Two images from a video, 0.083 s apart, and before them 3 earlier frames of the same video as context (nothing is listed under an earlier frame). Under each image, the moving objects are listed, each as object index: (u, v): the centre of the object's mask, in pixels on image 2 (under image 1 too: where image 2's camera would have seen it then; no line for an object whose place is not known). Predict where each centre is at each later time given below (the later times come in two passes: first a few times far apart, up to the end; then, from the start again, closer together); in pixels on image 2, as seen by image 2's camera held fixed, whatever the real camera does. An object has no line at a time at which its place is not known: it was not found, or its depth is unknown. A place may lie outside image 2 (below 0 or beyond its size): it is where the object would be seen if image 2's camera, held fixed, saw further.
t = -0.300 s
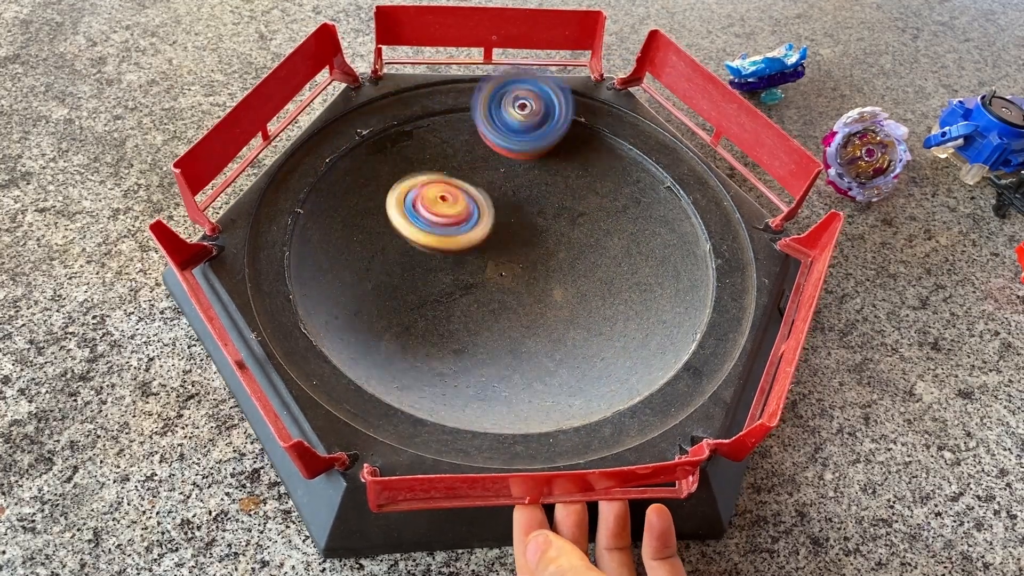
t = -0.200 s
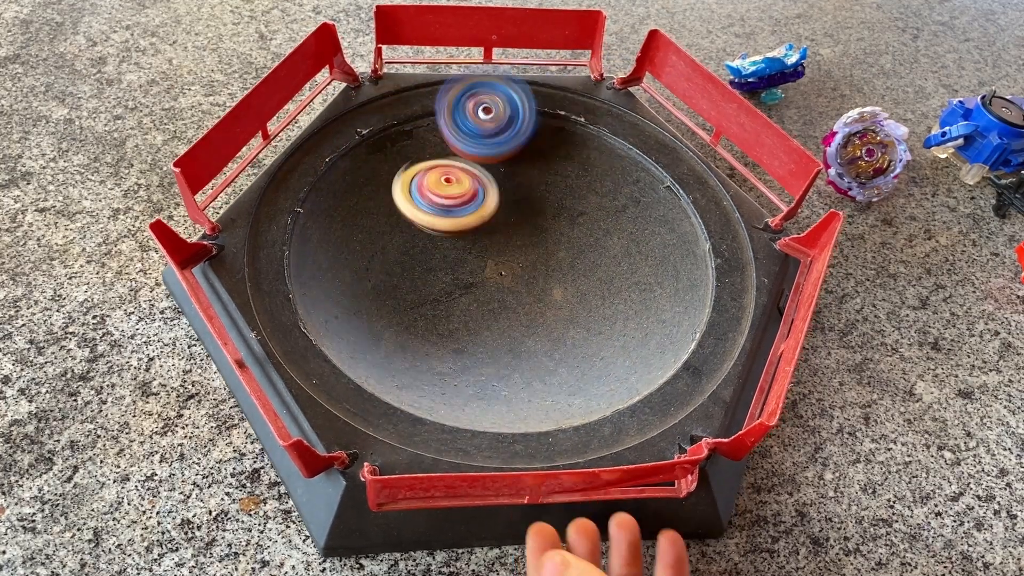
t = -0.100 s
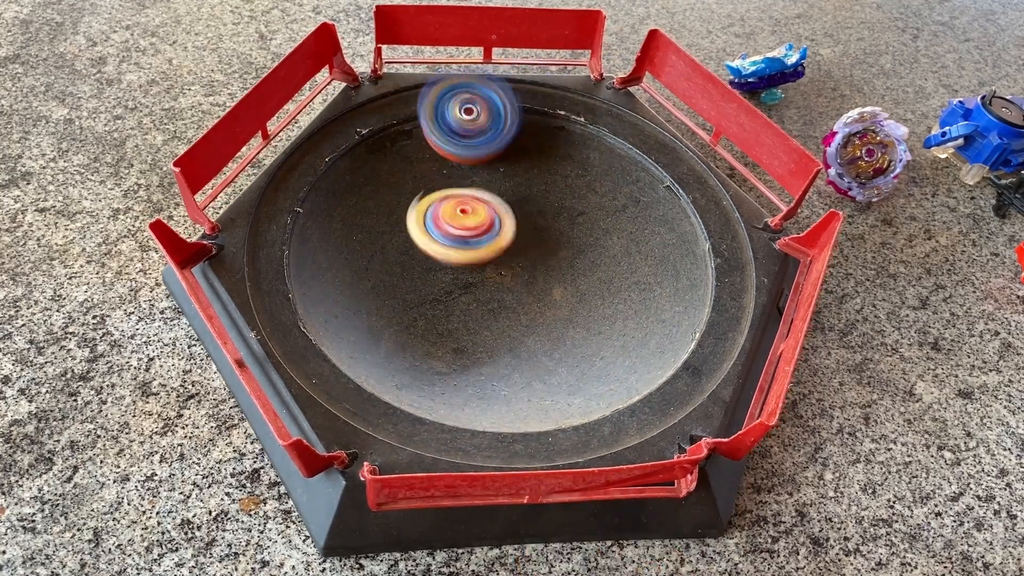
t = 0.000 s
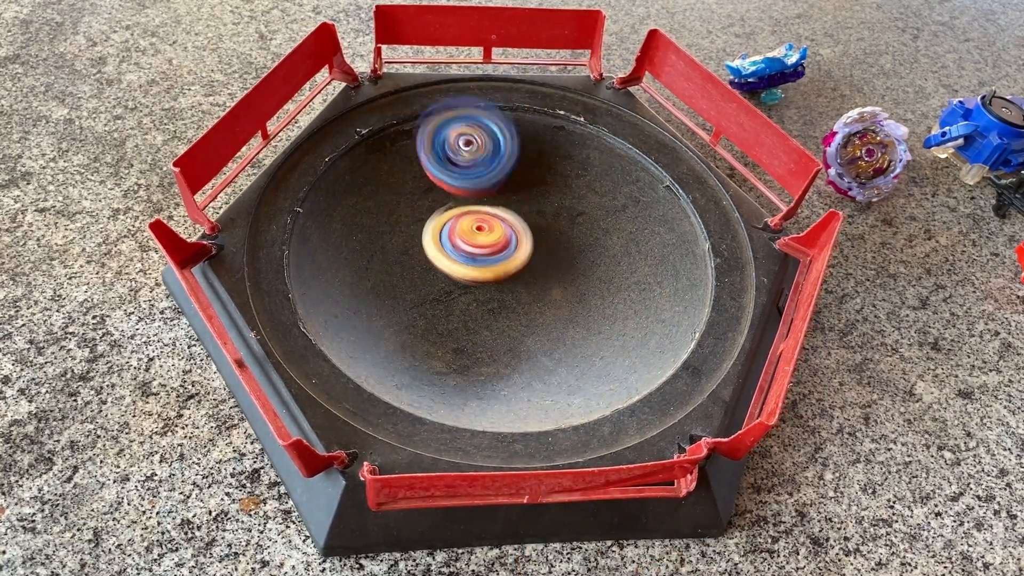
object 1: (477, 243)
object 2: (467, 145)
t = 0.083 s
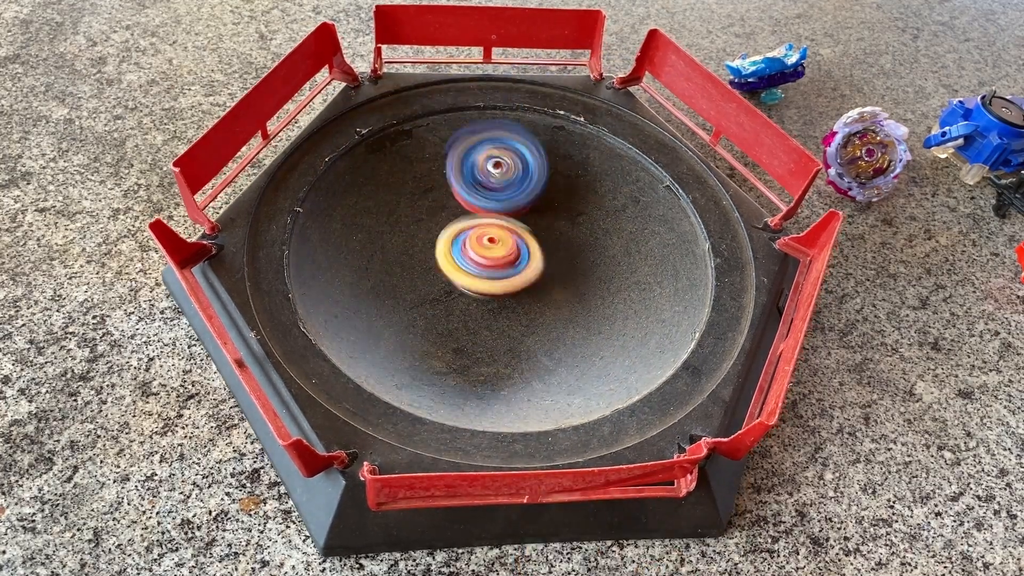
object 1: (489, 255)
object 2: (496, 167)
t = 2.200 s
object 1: (573, 213)
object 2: (376, 242)
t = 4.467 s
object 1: (551, 220)
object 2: (426, 254)
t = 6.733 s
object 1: (488, 280)
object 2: (414, 181)
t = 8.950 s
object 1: (430, 206)
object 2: (529, 257)
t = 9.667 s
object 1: (465, 186)
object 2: (594, 262)
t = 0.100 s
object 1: (490, 257)
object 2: (505, 171)
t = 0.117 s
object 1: (493, 258)
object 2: (514, 171)
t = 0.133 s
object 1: (495, 259)
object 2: (522, 173)
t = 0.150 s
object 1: (497, 259)
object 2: (532, 173)
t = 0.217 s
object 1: (508, 261)
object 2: (561, 167)
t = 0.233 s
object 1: (510, 261)
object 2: (567, 165)
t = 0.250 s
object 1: (511, 260)
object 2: (571, 161)
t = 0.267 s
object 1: (515, 261)
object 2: (576, 157)
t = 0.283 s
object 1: (517, 261)
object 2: (578, 153)
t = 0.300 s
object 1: (519, 260)
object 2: (579, 150)
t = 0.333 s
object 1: (523, 261)
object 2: (577, 144)
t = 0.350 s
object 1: (526, 260)
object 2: (575, 141)
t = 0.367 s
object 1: (528, 261)
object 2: (571, 139)
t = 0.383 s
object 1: (529, 259)
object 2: (567, 139)
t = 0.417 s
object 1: (534, 259)
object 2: (556, 141)
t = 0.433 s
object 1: (535, 258)
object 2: (551, 143)
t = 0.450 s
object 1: (539, 258)
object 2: (545, 147)
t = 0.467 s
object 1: (540, 257)
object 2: (541, 152)
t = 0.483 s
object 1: (541, 256)
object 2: (536, 158)
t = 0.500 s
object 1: (544, 256)
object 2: (533, 164)
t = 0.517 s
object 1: (546, 256)
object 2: (531, 171)
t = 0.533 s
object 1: (552, 266)
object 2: (526, 166)
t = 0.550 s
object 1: (559, 280)
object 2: (520, 156)
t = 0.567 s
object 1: (563, 291)
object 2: (511, 149)
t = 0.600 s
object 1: (573, 309)
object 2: (495, 138)
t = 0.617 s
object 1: (575, 314)
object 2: (485, 135)
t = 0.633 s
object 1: (576, 320)
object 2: (475, 134)
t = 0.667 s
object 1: (576, 326)
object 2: (456, 136)
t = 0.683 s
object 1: (574, 327)
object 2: (446, 139)
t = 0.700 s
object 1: (569, 328)
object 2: (438, 144)
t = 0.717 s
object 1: (568, 329)
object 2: (431, 149)
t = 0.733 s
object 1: (566, 329)
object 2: (425, 157)
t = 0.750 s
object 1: (565, 328)
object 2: (421, 165)
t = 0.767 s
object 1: (562, 328)
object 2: (418, 175)
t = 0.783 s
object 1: (559, 327)
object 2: (418, 184)
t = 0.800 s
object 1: (558, 327)
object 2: (418, 194)
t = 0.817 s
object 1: (555, 326)
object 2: (421, 205)
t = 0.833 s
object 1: (553, 324)
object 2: (425, 214)
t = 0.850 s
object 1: (550, 323)
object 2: (431, 223)
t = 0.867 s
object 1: (546, 322)
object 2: (439, 232)
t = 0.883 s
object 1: (546, 321)
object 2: (447, 240)
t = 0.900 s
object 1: (544, 320)
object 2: (457, 245)
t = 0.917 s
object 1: (542, 318)
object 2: (467, 251)
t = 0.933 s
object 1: (555, 328)
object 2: (468, 241)
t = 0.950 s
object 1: (570, 339)
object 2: (461, 227)
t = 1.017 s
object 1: (614, 366)
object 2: (437, 177)
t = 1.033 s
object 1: (615, 363)
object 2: (432, 166)
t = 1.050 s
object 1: (619, 361)
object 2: (424, 157)
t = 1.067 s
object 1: (618, 362)
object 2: (419, 150)
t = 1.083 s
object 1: (620, 364)
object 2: (411, 143)
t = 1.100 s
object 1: (617, 362)
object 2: (404, 137)
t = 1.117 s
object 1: (613, 359)
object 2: (394, 133)
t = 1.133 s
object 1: (609, 359)
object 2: (387, 129)
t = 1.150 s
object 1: (602, 355)
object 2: (378, 128)
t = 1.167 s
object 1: (598, 352)
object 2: (371, 128)
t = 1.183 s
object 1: (592, 348)
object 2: (363, 129)
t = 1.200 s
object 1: (587, 342)
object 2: (361, 135)
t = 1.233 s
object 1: (572, 331)
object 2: (357, 150)
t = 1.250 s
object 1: (563, 326)
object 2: (356, 157)
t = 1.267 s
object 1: (554, 320)
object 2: (357, 164)
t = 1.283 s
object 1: (548, 315)
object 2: (358, 172)
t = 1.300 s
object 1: (541, 309)
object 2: (363, 180)
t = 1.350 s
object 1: (524, 288)
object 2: (383, 202)
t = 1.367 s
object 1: (519, 283)
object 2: (394, 208)
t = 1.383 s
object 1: (513, 277)
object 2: (404, 213)
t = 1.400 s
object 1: (511, 273)
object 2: (418, 216)
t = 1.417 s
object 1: (511, 269)
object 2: (425, 216)
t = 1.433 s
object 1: (523, 269)
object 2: (420, 209)
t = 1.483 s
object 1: (552, 266)
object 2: (405, 188)
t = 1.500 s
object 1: (560, 266)
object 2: (403, 181)
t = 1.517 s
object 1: (565, 263)
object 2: (398, 176)
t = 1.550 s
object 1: (576, 259)
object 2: (390, 168)
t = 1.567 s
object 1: (580, 257)
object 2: (386, 165)
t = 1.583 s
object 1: (582, 255)
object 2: (382, 163)
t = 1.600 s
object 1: (584, 251)
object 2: (379, 161)
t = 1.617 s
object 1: (583, 250)
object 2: (376, 162)
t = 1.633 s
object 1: (583, 246)
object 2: (373, 163)
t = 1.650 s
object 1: (582, 246)
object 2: (371, 165)
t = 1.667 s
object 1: (580, 242)
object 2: (370, 168)
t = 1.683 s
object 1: (579, 242)
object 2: (372, 172)
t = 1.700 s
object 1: (577, 239)
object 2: (374, 175)
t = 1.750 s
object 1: (574, 234)
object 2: (391, 189)
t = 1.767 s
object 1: (571, 231)
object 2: (398, 193)
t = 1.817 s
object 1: (566, 225)
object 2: (427, 198)
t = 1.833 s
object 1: (563, 223)
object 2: (435, 199)
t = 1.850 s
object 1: (562, 221)
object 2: (447, 197)
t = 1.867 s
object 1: (559, 219)
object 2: (455, 196)
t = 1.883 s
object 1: (563, 217)
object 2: (459, 193)
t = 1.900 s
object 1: (573, 214)
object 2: (447, 189)
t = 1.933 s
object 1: (591, 209)
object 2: (428, 179)
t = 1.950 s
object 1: (598, 206)
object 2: (422, 175)
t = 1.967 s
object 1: (602, 205)
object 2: (412, 174)
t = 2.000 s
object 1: (607, 202)
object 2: (397, 172)
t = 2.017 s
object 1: (608, 202)
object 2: (389, 172)
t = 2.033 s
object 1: (607, 201)
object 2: (381, 175)
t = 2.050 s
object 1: (607, 203)
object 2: (374, 177)
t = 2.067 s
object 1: (604, 201)
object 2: (367, 183)
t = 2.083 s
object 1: (601, 204)
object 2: (362, 187)
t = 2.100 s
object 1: (599, 204)
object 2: (358, 194)
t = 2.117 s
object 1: (594, 207)
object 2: (355, 201)
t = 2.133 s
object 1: (591, 207)
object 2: (355, 209)
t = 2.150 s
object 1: (585, 210)
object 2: (357, 217)
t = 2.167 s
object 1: (582, 211)
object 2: (362, 226)
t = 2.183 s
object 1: (575, 213)
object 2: (367, 234)
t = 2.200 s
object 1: (573, 213)
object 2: (376, 242)
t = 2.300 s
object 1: (548, 216)
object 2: (448, 263)
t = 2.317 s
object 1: (544, 215)
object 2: (459, 263)
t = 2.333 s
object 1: (545, 213)
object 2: (465, 263)
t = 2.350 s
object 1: (547, 206)
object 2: (465, 269)
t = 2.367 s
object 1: (549, 202)
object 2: (466, 275)
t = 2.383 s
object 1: (551, 196)
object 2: (467, 280)
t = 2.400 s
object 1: (551, 194)
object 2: (468, 283)
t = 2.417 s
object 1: (551, 190)
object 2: (471, 288)
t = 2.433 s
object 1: (549, 189)
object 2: (474, 291)
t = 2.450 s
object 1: (549, 188)
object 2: (479, 293)
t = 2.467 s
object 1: (547, 186)
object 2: (484, 294)
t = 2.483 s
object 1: (546, 188)
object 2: (492, 295)
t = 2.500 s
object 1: (545, 187)
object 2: (497, 296)
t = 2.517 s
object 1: (541, 190)
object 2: (503, 295)
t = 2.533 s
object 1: (540, 190)
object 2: (509, 295)
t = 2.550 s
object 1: (536, 191)
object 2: (515, 293)
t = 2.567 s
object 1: (535, 193)
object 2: (520, 291)
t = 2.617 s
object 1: (528, 196)
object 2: (531, 281)
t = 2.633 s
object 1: (526, 197)
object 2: (535, 277)
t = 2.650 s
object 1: (525, 193)
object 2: (537, 280)
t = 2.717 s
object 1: (517, 184)
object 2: (554, 295)
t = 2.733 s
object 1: (515, 180)
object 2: (558, 297)
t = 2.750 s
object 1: (512, 182)
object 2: (565, 298)
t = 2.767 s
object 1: (511, 181)
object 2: (569, 299)
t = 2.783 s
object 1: (507, 182)
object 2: (574, 297)
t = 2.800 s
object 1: (507, 184)
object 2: (577, 296)
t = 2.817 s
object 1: (505, 184)
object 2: (580, 293)
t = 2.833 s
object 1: (505, 187)
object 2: (582, 290)
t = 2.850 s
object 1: (504, 187)
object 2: (583, 287)
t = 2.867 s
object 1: (503, 191)
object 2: (584, 282)
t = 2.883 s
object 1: (504, 192)
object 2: (583, 278)
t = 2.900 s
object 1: (502, 194)
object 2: (580, 273)
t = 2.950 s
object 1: (500, 199)
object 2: (567, 262)
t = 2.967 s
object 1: (495, 195)
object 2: (568, 266)
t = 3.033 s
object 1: (471, 179)
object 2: (586, 282)
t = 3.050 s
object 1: (469, 177)
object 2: (589, 285)
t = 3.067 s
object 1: (467, 178)
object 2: (594, 286)
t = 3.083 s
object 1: (466, 178)
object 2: (597, 286)
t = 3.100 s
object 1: (465, 178)
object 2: (600, 285)
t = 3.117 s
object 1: (467, 181)
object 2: (603, 284)
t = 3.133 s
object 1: (468, 181)
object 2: (605, 283)
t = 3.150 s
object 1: (469, 184)
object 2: (607, 282)
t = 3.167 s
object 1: (470, 185)
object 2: (607, 280)
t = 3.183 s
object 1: (470, 186)
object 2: (606, 278)
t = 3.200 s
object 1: (471, 187)
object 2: (605, 274)
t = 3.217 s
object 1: (472, 187)
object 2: (599, 272)
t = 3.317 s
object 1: (478, 196)
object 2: (562, 258)
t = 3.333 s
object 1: (479, 197)
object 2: (556, 259)
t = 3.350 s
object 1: (474, 194)
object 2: (553, 264)
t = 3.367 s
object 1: (463, 182)
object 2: (561, 275)
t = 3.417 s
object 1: (431, 151)
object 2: (581, 305)
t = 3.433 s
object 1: (424, 142)
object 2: (588, 311)
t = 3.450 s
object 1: (419, 136)
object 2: (594, 315)
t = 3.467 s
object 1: (414, 132)
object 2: (600, 319)
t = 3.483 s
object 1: (410, 128)
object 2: (607, 322)
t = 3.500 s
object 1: (410, 126)
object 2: (615, 322)
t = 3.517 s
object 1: (411, 125)
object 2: (623, 324)
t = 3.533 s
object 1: (411, 124)
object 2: (629, 324)
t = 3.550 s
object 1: (414, 124)
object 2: (637, 323)
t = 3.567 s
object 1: (415, 122)
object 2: (642, 321)
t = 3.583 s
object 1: (416, 123)
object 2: (646, 319)
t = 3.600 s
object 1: (419, 122)
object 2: (650, 315)
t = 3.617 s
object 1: (419, 122)
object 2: (650, 311)
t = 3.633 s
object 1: (421, 123)
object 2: (648, 307)
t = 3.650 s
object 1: (423, 123)
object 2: (647, 302)
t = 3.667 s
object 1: (423, 124)
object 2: (641, 297)
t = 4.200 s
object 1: (494, 190)
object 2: (336, 244)
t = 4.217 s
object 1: (496, 192)
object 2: (332, 246)
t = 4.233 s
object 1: (500, 194)
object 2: (330, 249)
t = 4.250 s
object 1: (504, 197)
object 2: (330, 253)
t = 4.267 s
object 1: (506, 199)
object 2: (330, 256)
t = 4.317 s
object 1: (519, 208)
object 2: (347, 265)
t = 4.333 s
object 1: (524, 210)
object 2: (355, 267)
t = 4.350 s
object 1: (528, 211)
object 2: (365, 268)
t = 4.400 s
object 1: (539, 216)
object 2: (395, 267)
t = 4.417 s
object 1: (543, 218)
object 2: (403, 266)
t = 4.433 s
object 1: (546, 220)
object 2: (412, 262)
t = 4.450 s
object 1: (548, 219)
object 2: (421, 259)
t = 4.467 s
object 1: (551, 220)
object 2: (426, 254)
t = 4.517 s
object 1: (557, 221)
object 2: (447, 238)
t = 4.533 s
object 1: (559, 221)
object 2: (451, 231)
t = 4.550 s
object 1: (567, 220)
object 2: (451, 225)
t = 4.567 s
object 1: (579, 218)
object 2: (444, 218)
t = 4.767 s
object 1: (661, 211)
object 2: (381, 165)
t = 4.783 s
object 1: (662, 212)
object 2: (377, 164)
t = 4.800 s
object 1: (659, 212)
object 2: (372, 164)
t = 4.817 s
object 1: (660, 212)
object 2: (371, 163)
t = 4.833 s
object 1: (659, 213)
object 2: (370, 165)
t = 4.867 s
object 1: (655, 213)
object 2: (369, 169)
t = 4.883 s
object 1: (652, 215)
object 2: (373, 171)
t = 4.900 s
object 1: (648, 214)
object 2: (375, 175)
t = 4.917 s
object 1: (647, 215)
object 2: (378, 177)
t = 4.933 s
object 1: (643, 215)
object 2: (385, 180)
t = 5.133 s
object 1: (592, 221)
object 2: (473, 195)
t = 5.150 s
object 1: (585, 221)
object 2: (481, 194)
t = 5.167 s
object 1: (591, 224)
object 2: (476, 189)
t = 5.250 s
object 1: (641, 241)
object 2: (417, 153)
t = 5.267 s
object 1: (645, 243)
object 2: (409, 151)
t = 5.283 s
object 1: (645, 247)
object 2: (403, 148)
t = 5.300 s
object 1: (645, 249)
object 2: (397, 146)
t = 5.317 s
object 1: (643, 252)
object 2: (391, 144)
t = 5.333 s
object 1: (641, 253)
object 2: (383, 143)
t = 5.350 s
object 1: (639, 256)
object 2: (376, 142)
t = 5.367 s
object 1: (637, 257)
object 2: (372, 142)
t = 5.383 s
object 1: (636, 259)
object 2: (367, 143)
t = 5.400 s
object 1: (632, 260)
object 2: (361, 144)
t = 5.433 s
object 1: (629, 264)
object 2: (356, 149)
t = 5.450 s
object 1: (628, 264)
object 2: (354, 154)
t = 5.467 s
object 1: (624, 266)
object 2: (354, 158)
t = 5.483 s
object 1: (623, 268)
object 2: (353, 163)
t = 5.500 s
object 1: (622, 270)
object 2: (356, 168)
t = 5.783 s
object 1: (591, 290)
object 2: (474, 236)
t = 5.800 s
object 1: (590, 291)
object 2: (484, 239)
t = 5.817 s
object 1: (590, 291)
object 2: (492, 241)
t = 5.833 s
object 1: (592, 294)
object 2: (495, 240)
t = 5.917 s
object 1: (593, 308)
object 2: (522, 237)
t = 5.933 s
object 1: (593, 311)
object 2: (526, 235)
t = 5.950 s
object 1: (596, 313)
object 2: (529, 232)
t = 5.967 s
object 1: (594, 315)
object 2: (531, 229)
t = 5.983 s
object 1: (595, 317)
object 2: (530, 225)
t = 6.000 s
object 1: (593, 318)
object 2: (531, 220)
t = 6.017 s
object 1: (592, 318)
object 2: (534, 216)
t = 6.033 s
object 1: (588, 318)
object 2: (535, 212)
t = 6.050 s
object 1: (588, 320)
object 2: (534, 209)
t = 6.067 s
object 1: (586, 319)
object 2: (533, 204)
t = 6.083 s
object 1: (585, 320)
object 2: (533, 200)
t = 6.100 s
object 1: (581, 318)
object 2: (534, 195)
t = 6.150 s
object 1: (576, 318)
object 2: (527, 184)
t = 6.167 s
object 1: (572, 316)
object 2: (526, 180)
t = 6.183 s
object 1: (568, 317)
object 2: (523, 177)
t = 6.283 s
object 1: (556, 314)
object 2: (498, 164)
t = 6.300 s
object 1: (553, 314)
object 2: (494, 163)
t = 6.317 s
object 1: (550, 313)
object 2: (490, 164)
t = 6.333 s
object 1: (548, 311)
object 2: (486, 165)
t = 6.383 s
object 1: (534, 303)
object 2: (473, 169)
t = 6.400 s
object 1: (530, 301)
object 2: (470, 171)
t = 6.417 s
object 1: (526, 297)
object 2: (466, 175)
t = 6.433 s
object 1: (521, 294)
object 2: (462, 178)
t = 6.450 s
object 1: (515, 289)
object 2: (461, 181)
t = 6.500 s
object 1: (499, 280)
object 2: (457, 193)
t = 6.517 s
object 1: (494, 276)
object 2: (455, 195)
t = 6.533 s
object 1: (491, 277)
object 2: (454, 194)
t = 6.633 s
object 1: (490, 285)
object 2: (436, 181)
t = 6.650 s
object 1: (492, 286)
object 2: (431, 180)
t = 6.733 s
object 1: (488, 280)
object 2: (414, 181)
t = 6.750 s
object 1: (487, 279)
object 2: (411, 182)
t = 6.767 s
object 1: (483, 279)
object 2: (412, 184)
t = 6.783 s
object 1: (481, 280)
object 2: (410, 187)
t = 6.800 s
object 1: (482, 280)
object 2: (410, 190)
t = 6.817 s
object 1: (483, 281)
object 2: (410, 192)
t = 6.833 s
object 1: (484, 281)
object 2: (412, 195)
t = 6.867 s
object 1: (483, 280)
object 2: (421, 202)
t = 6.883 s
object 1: (483, 278)
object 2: (424, 205)
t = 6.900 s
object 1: (484, 280)
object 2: (426, 203)
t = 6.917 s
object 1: (486, 281)
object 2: (430, 202)
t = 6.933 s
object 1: (486, 281)
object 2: (432, 200)
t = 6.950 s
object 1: (488, 282)
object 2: (434, 198)
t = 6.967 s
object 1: (490, 281)
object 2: (435, 195)
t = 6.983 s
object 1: (491, 279)
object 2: (436, 192)
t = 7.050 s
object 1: (482, 273)
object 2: (444, 183)
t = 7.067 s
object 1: (481, 273)
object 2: (445, 180)
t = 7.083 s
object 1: (481, 274)
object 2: (448, 179)
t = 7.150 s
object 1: (482, 272)
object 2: (457, 176)
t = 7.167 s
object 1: (482, 271)
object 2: (463, 174)
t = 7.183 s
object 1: (480, 271)
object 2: (467, 174)
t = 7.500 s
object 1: (454, 262)
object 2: (531, 176)
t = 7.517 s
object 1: (453, 261)
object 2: (535, 177)
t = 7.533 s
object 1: (451, 261)
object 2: (537, 179)
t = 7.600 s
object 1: (452, 260)
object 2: (546, 185)
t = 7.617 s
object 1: (451, 258)
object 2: (548, 186)
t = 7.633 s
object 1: (450, 259)
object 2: (549, 188)
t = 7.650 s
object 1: (451, 257)
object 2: (549, 190)
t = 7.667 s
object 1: (449, 257)
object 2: (552, 191)
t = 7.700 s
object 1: (447, 255)
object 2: (555, 197)
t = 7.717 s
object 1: (445, 256)
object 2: (556, 199)
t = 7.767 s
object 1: (444, 256)
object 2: (559, 206)
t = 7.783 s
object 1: (444, 255)
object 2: (561, 209)
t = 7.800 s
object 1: (443, 255)
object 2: (560, 212)
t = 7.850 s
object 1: (444, 254)
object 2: (563, 219)
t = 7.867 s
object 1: (444, 254)
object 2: (563, 222)
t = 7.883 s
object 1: (442, 252)
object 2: (562, 226)
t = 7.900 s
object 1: (440, 252)
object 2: (561, 228)
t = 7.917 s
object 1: (440, 253)
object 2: (561, 231)
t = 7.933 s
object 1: (440, 252)
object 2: (563, 233)
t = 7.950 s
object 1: (441, 251)
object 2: (563, 236)
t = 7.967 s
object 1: (441, 250)
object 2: (563, 239)
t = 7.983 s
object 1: (441, 249)
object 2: (561, 242)
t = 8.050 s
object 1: (439, 247)
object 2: (559, 251)
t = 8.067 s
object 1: (438, 246)
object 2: (557, 254)
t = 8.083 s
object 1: (437, 245)
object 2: (556, 256)
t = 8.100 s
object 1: (438, 244)
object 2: (557, 259)
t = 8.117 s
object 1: (438, 243)
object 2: (555, 262)
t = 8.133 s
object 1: (438, 242)
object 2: (552, 263)
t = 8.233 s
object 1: (433, 234)
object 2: (542, 269)
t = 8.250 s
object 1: (431, 232)
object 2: (539, 270)
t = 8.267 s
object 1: (428, 232)
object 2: (536, 271)
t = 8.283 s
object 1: (428, 233)
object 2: (533, 272)
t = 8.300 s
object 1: (426, 233)
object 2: (533, 272)
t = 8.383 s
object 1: (427, 238)
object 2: (531, 277)
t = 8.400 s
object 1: (429, 237)
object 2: (531, 278)
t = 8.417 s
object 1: (431, 235)
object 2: (531, 278)
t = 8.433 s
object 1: (433, 232)
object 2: (530, 279)
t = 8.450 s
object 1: (433, 230)
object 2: (528, 278)
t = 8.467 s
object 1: (433, 229)
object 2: (528, 277)
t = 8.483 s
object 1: (432, 227)
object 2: (528, 277)
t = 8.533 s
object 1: (429, 225)
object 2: (520, 274)
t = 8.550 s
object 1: (424, 224)
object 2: (522, 275)
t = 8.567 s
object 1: (422, 223)
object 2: (524, 276)
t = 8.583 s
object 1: (421, 221)
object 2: (525, 278)
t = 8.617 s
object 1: (423, 221)
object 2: (529, 280)
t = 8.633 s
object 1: (425, 221)
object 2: (529, 281)
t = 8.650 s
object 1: (427, 221)
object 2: (530, 280)
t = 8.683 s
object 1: (429, 217)
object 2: (535, 280)
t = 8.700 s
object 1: (430, 215)
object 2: (536, 280)
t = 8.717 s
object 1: (429, 213)
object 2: (535, 279)
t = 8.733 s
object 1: (427, 212)
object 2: (534, 278)
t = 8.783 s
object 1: (425, 211)
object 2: (536, 274)
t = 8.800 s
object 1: (424, 212)
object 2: (536, 272)
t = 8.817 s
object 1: (423, 213)
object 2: (534, 270)
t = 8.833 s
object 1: (423, 214)
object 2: (533, 268)
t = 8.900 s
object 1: (432, 214)
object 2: (527, 259)
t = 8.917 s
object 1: (433, 211)
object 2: (525, 258)
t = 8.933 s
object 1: (433, 210)
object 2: (523, 256)
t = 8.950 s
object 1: (430, 206)
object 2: (529, 257)
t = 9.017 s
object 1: (413, 195)
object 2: (542, 262)
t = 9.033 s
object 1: (411, 195)
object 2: (544, 262)
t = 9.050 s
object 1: (411, 197)
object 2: (548, 261)
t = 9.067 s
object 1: (412, 199)
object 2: (553, 261)
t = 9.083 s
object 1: (416, 201)
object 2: (560, 262)
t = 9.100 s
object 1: (421, 201)
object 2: (566, 262)
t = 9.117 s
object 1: (426, 201)
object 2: (570, 264)
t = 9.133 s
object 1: (429, 199)
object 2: (573, 264)
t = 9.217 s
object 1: (438, 200)
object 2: (585, 259)
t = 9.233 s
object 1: (439, 201)
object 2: (586, 259)
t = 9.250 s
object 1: (440, 201)
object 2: (586, 258)
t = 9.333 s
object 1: (450, 203)
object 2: (583, 249)
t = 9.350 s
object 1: (453, 202)
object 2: (580, 247)
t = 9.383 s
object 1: (459, 202)
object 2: (573, 244)
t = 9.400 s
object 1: (465, 203)
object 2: (569, 243)
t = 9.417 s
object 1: (467, 202)
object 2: (570, 241)
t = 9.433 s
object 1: (462, 199)
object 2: (579, 245)
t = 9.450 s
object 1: (458, 197)
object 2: (583, 249)
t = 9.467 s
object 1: (456, 197)
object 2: (586, 252)
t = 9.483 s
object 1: (456, 196)
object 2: (587, 252)
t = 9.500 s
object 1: (457, 194)
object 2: (588, 253)
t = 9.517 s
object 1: (458, 191)
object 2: (589, 253)
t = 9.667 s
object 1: (465, 186)
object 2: (594, 262)
